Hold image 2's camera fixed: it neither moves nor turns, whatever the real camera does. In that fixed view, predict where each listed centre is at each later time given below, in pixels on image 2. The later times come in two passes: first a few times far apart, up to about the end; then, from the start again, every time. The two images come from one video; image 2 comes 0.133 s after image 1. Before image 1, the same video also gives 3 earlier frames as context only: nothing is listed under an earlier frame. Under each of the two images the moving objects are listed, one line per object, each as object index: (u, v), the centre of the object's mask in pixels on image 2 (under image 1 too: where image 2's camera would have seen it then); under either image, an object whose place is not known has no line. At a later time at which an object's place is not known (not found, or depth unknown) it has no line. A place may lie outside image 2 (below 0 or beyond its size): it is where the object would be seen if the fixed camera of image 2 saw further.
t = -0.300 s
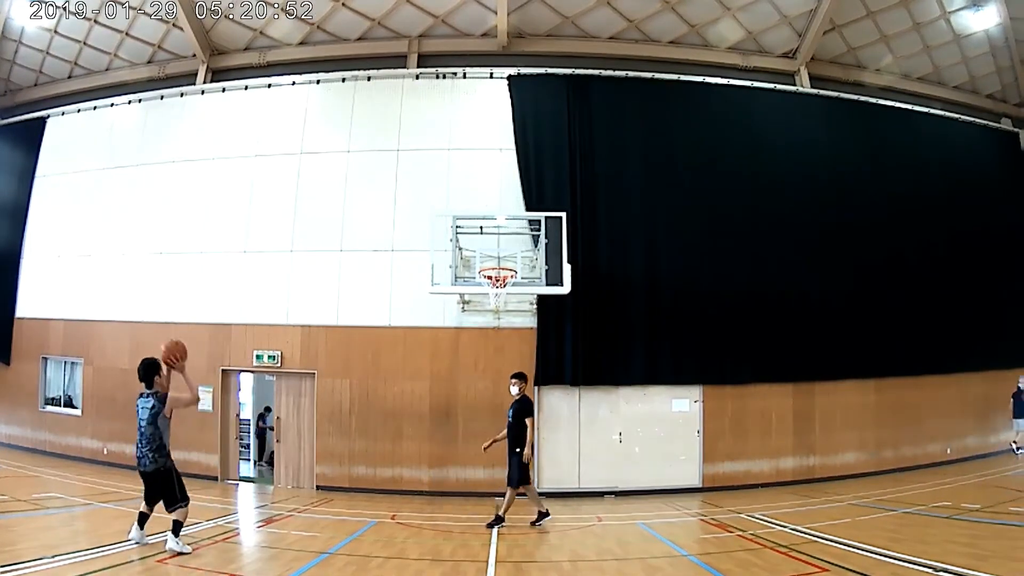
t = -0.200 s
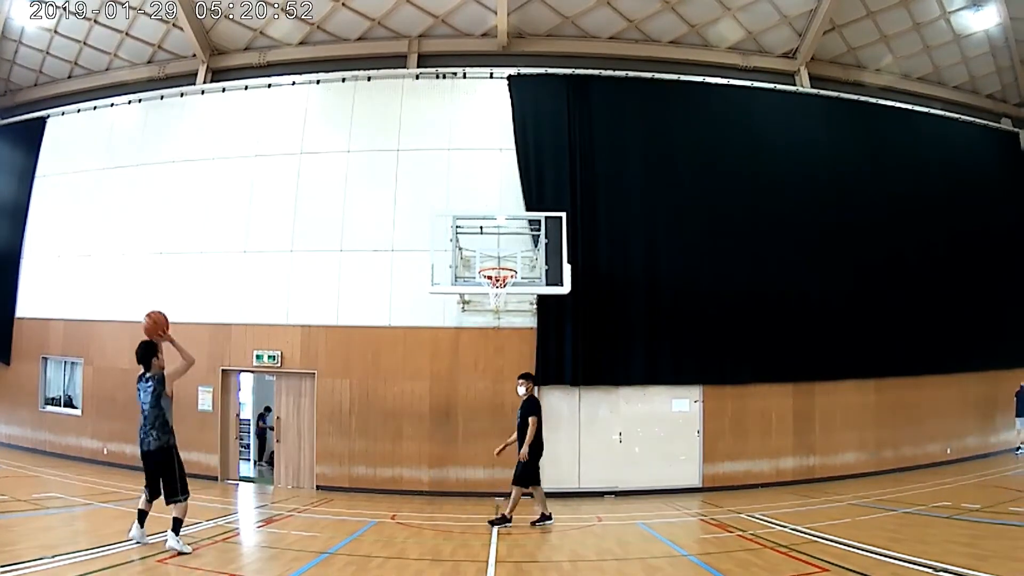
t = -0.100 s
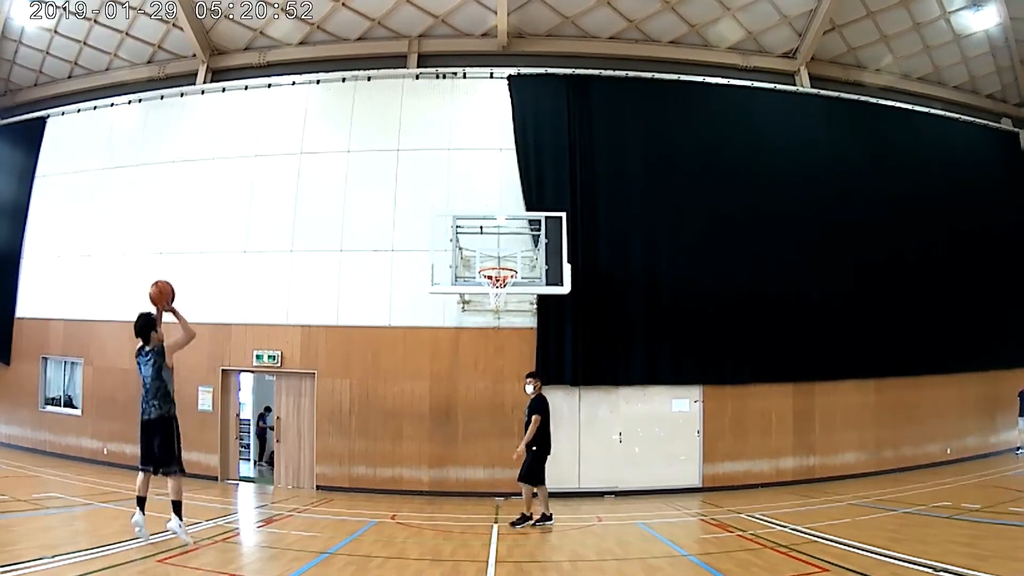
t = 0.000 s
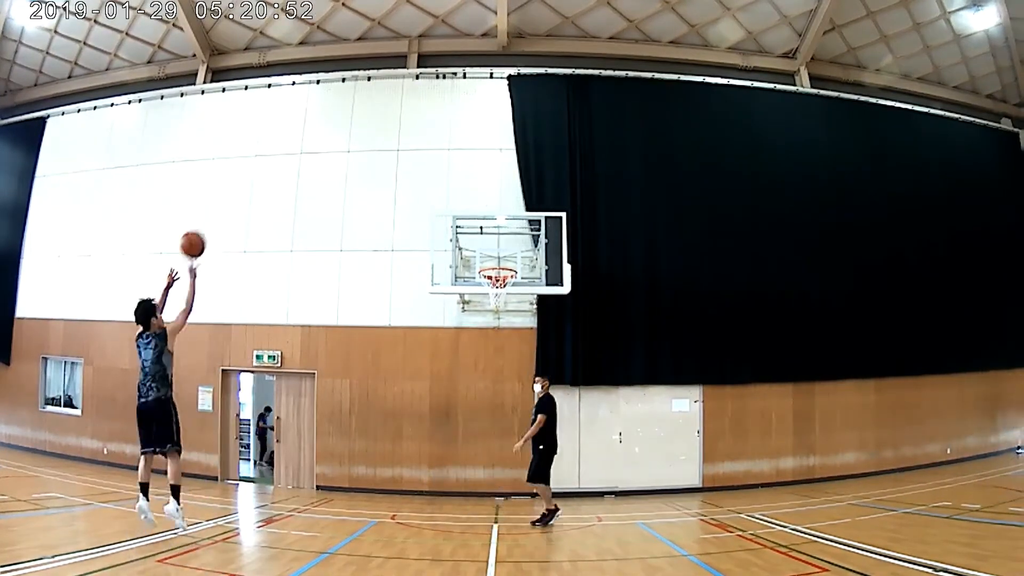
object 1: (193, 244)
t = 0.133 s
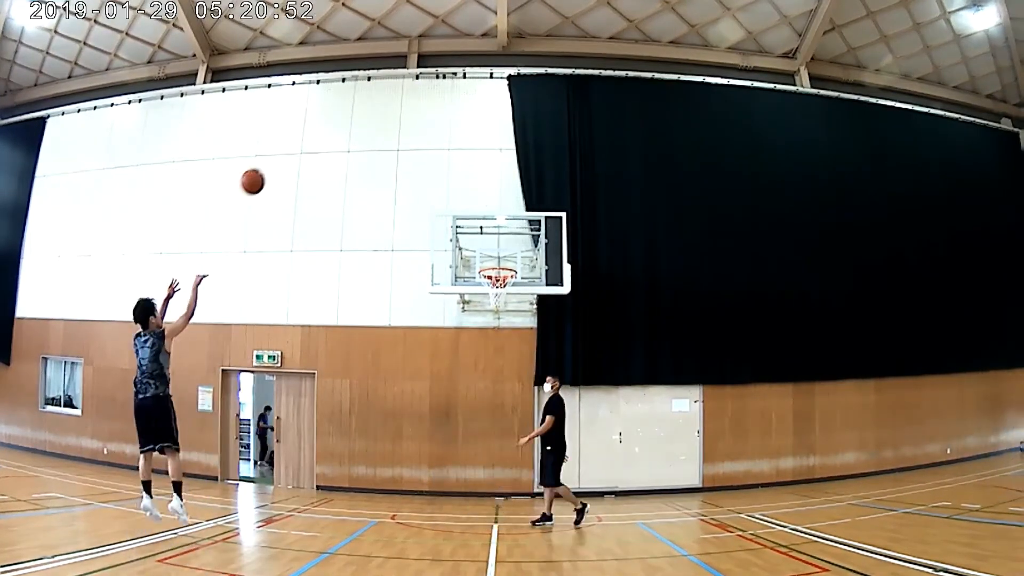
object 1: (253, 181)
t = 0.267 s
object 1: (304, 146)
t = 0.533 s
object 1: (384, 133)
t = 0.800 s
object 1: (446, 177)
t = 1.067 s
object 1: (496, 263)
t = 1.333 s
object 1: (514, 318)
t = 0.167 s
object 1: (266, 170)
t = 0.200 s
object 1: (279, 161)
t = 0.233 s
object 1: (292, 152)
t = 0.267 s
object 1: (304, 146)
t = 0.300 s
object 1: (315, 140)
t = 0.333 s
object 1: (326, 136)
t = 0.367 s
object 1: (337, 133)
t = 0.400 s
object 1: (347, 131)
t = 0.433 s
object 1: (357, 130)
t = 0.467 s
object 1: (366, 130)
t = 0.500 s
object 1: (375, 131)
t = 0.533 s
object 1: (384, 133)
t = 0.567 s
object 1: (392, 136)
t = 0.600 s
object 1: (401, 140)
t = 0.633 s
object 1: (408, 144)
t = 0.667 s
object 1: (416, 149)
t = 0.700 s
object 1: (424, 155)
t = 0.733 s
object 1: (431, 162)
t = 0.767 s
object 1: (439, 169)
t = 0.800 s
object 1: (446, 177)
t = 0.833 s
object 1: (452, 186)
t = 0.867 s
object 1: (459, 196)
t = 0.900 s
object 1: (465, 206)
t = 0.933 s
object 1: (472, 217)
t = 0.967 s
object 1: (478, 229)
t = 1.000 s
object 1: (484, 241)
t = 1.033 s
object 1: (490, 254)
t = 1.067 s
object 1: (496, 263)
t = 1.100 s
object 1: (500, 278)
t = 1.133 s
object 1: (506, 291)
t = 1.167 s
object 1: (507, 294)
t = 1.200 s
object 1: (509, 297)
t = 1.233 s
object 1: (510, 301)
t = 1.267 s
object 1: (512, 306)
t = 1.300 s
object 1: (513, 312)
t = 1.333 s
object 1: (514, 318)
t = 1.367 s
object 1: (515, 326)
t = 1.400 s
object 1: (517, 334)
